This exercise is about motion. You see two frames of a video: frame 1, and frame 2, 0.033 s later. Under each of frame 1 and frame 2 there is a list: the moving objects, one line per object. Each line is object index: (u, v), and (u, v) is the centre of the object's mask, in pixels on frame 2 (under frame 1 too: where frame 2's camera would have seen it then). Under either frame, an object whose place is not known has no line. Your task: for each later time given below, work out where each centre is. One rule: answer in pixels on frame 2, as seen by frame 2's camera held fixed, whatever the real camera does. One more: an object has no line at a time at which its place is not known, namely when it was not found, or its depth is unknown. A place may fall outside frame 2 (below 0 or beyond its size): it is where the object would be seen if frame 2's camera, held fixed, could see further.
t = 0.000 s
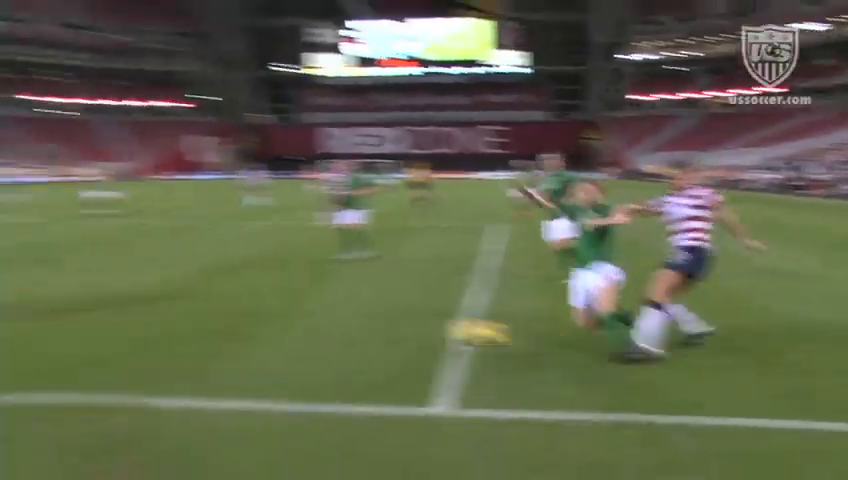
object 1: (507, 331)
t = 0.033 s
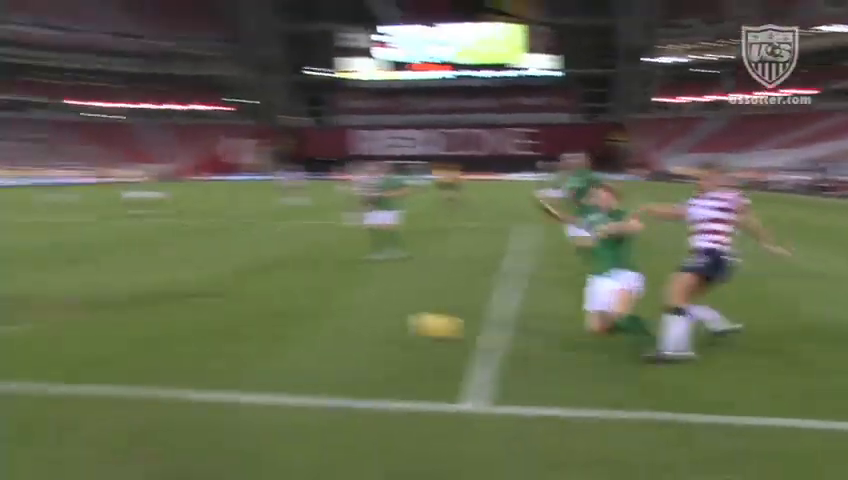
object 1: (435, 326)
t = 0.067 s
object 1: (367, 322)
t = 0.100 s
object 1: (305, 320)
